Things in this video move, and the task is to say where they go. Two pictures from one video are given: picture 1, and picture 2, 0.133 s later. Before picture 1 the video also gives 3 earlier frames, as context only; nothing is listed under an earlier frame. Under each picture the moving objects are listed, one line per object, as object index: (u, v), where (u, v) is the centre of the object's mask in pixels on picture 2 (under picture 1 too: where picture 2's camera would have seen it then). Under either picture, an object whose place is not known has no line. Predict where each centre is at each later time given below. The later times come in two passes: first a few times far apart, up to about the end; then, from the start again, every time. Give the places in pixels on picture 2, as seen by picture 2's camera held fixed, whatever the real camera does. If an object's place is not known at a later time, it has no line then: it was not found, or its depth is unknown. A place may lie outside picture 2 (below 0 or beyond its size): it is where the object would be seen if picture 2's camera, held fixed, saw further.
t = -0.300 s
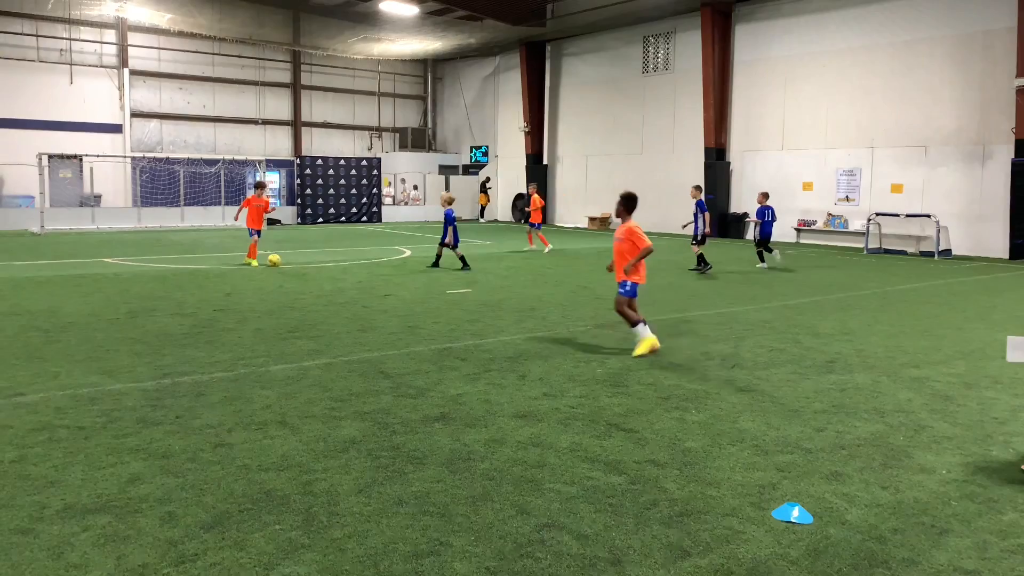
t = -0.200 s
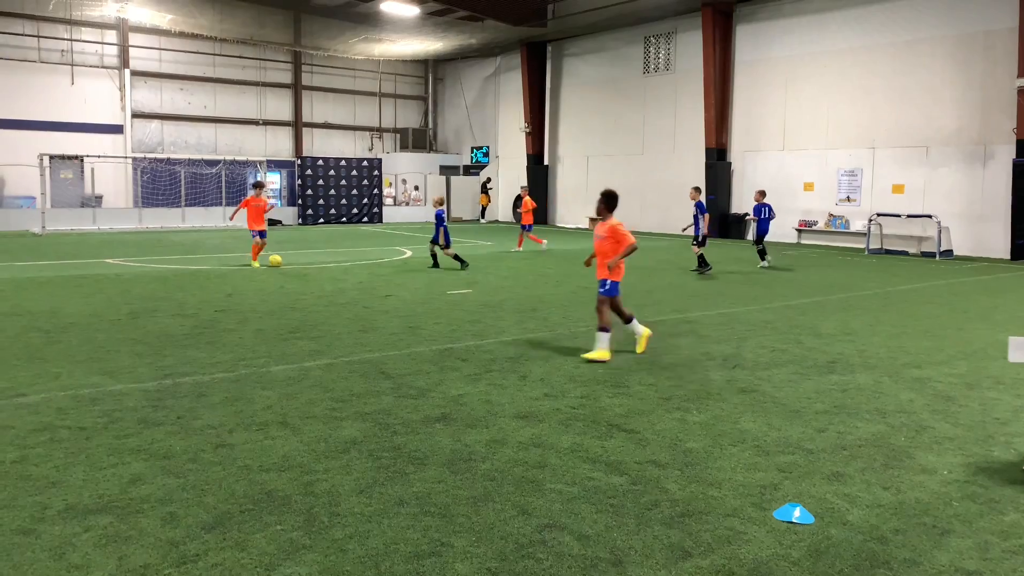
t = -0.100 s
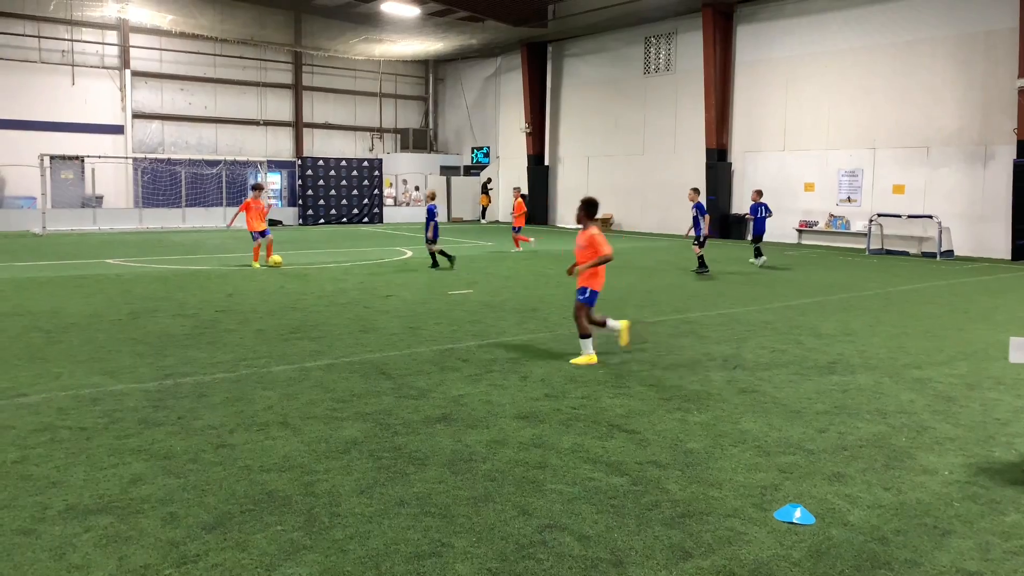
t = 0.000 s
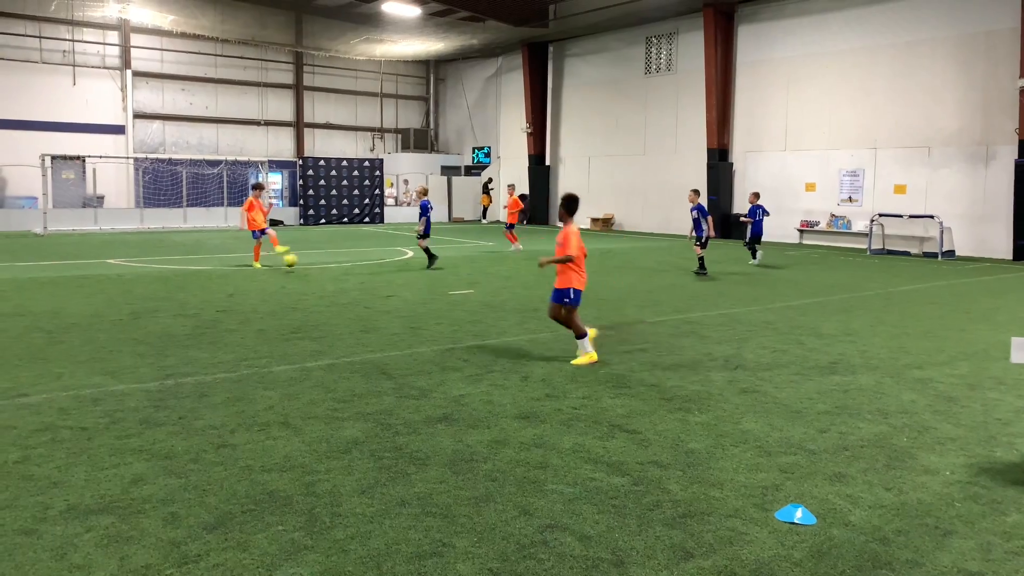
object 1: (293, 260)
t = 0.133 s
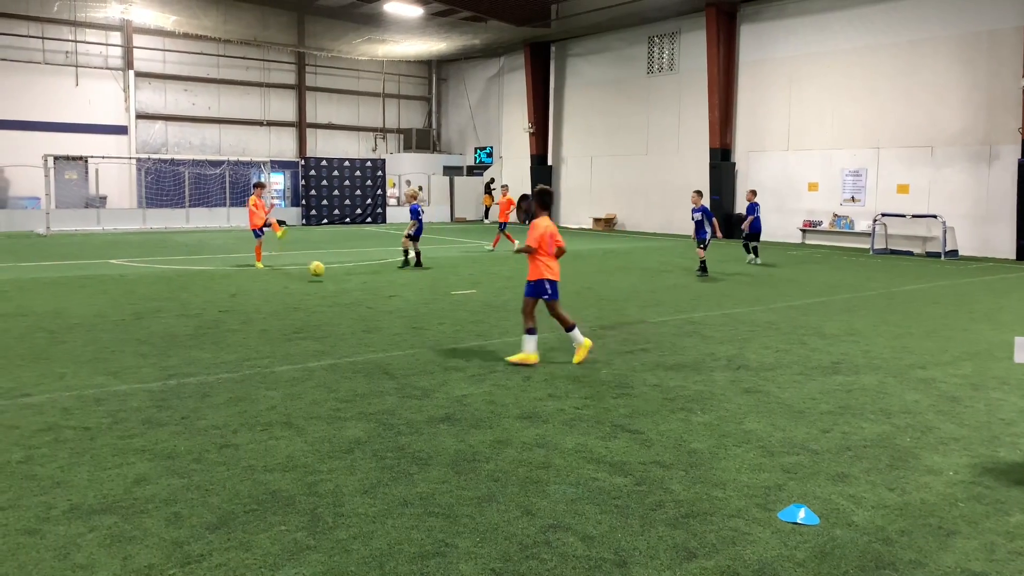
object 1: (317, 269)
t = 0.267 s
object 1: (341, 280)
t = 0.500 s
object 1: (386, 301)
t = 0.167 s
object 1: (323, 273)
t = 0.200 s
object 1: (330, 279)
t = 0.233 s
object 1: (336, 280)
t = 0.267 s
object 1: (341, 280)
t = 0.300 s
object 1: (347, 280)
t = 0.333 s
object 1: (354, 281)
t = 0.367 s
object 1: (360, 283)
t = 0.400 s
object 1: (366, 286)
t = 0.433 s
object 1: (372, 290)
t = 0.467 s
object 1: (379, 296)
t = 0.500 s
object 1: (386, 301)
